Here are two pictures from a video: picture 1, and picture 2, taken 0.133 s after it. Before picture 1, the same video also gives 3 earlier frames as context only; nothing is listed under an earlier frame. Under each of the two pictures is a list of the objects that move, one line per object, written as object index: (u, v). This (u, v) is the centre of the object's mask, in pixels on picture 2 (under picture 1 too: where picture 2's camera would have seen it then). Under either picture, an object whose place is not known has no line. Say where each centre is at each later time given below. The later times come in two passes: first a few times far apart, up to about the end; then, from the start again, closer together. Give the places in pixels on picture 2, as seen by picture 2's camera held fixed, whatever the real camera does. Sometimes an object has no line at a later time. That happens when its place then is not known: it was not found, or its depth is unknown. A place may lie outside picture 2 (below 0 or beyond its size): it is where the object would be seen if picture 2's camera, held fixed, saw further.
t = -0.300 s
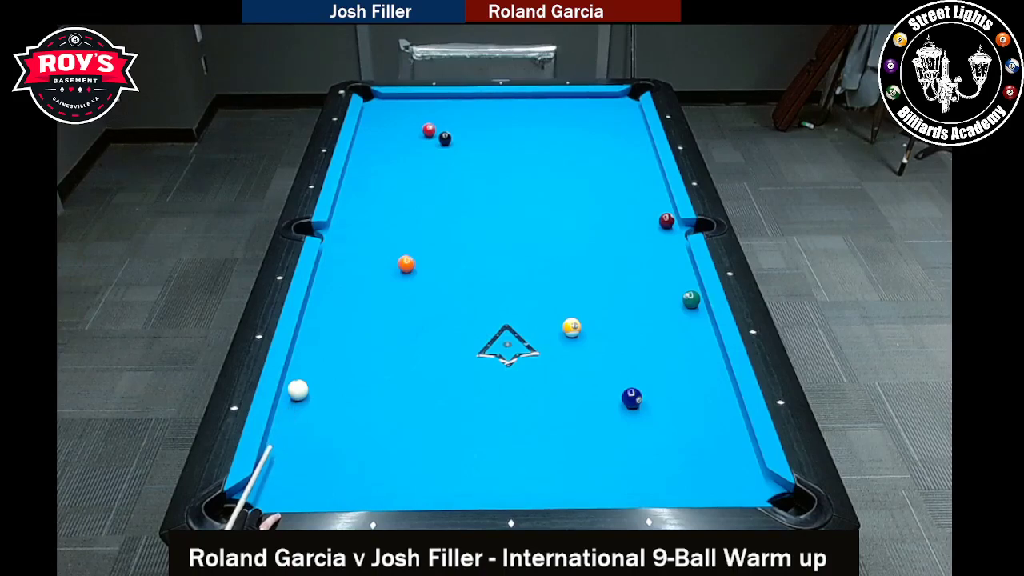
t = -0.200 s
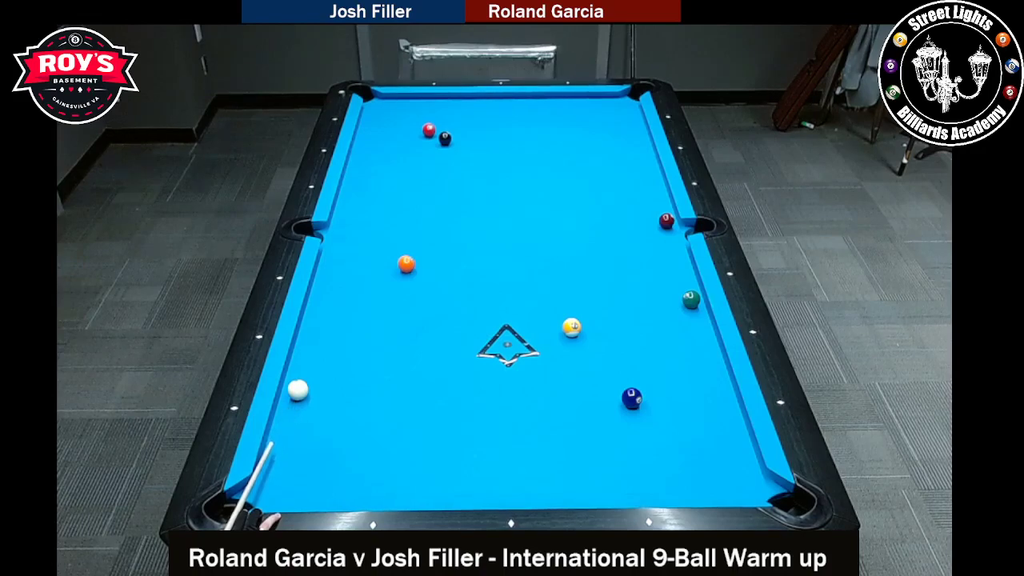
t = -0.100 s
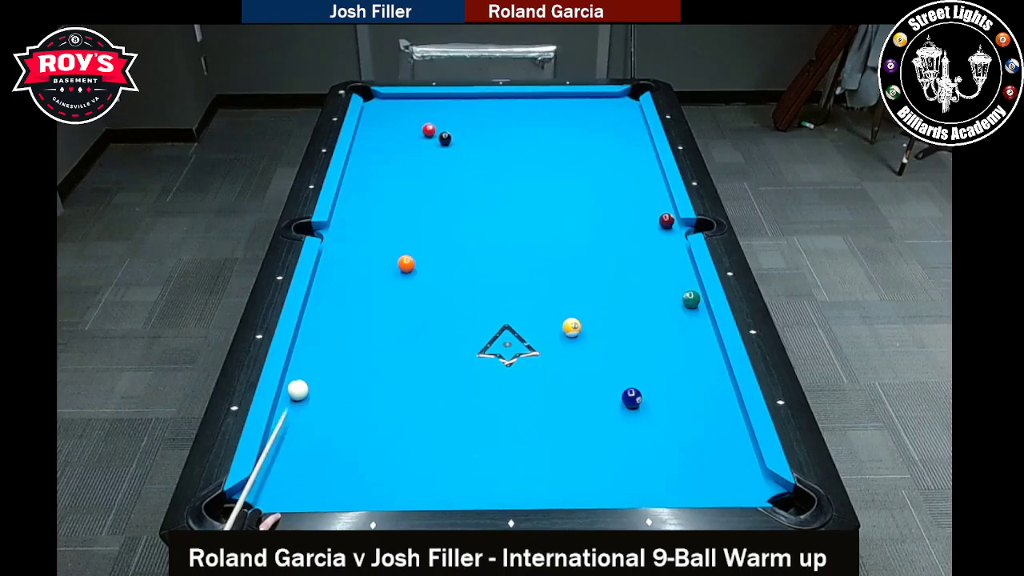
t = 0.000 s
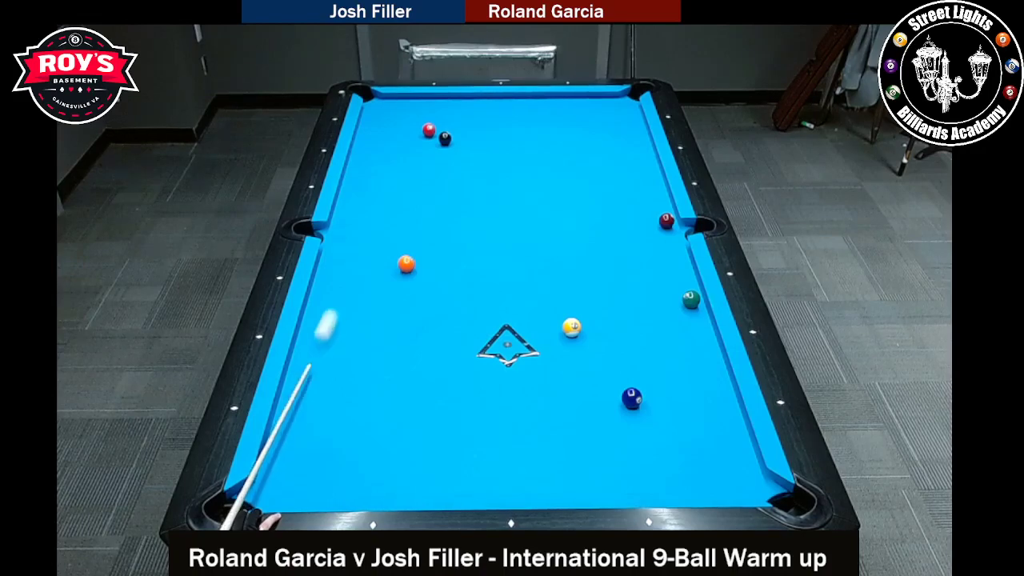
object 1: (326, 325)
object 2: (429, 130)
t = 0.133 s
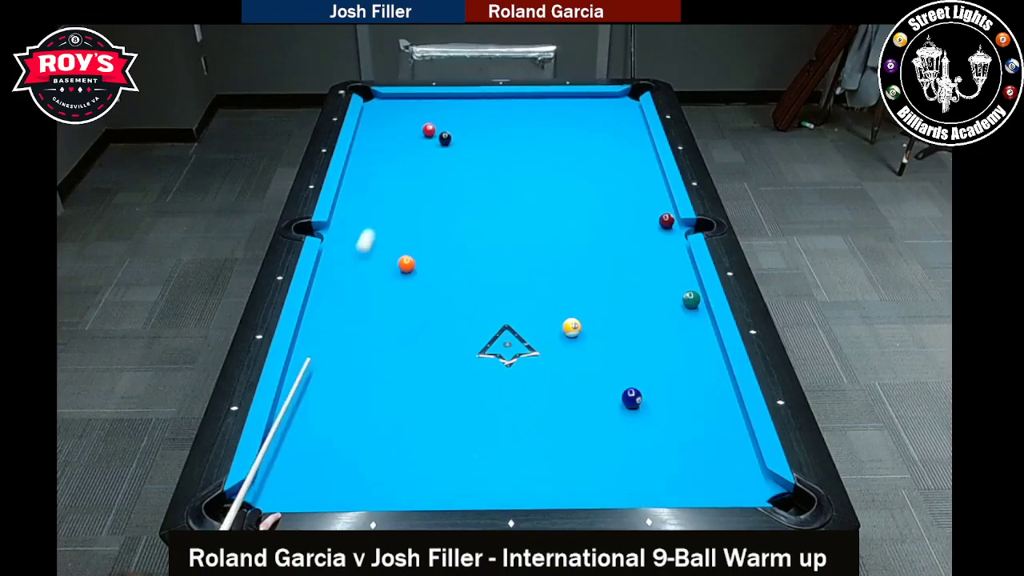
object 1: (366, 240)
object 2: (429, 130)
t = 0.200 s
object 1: (381, 208)
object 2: (429, 130)
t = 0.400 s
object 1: (414, 135)
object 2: (429, 130)
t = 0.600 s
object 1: (392, 100)
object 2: (476, 121)
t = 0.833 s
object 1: (358, 139)
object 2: (523, 113)
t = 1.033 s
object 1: (362, 167)
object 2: (560, 106)
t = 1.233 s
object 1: (365, 196)
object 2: (595, 99)
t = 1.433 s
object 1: (369, 228)
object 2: (629, 94)
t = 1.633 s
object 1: (373, 265)
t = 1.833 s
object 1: (378, 305)
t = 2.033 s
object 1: (383, 350)
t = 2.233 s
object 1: (389, 401)
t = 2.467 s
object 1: (397, 471)
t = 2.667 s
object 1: (423, 460)
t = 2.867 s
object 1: (452, 426)
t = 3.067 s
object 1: (477, 396)
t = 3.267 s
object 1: (500, 369)
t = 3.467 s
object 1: (522, 344)
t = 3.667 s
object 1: (541, 322)
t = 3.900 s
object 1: (561, 298)
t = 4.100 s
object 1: (577, 280)
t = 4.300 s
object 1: (591, 263)
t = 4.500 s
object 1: (604, 248)
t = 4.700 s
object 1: (616, 234)
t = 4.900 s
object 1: (627, 220)
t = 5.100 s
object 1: (637, 208)
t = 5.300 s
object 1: (647, 197)
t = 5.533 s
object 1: (657, 185)
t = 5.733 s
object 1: (655, 177)
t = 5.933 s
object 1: (648, 170)
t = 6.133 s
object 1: (641, 164)
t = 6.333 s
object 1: (634, 159)
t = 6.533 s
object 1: (628, 153)
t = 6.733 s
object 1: (623, 149)
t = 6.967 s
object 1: (617, 143)
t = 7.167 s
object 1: (613, 139)
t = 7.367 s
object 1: (609, 136)
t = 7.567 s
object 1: (605, 133)
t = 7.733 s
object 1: (603, 130)
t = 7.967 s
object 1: (599, 127)
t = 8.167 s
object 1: (597, 125)
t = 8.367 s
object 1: (595, 123)
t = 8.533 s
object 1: (593, 121)
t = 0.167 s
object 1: (374, 224)
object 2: (429, 130)
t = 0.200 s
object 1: (381, 208)
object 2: (429, 130)
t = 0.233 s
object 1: (387, 194)
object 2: (429, 130)
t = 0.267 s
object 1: (393, 180)
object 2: (429, 130)
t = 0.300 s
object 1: (399, 168)
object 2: (429, 130)
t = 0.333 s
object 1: (404, 157)
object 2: (429, 130)
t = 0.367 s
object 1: (409, 145)
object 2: (429, 130)
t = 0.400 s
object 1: (414, 135)
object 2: (429, 130)
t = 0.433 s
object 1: (413, 126)
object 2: (434, 129)
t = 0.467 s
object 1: (408, 118)
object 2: (444, 126)
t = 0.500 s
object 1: (403, 110)
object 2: (453, 126)
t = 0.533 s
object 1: (399, 103)
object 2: (461, 124)
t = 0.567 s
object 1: (396, 96)
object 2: (469, 123)
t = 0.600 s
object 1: (392, 100)
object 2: (476, 121)
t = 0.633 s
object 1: (387, 106)
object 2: (483, 120)
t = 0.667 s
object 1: (382, 112)
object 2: (490, 119)
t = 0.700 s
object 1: (377, 117)
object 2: (497, 118)
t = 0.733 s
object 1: (372, 123)
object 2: (503, 116)
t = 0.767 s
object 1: (367, 129)
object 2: (509, 115)
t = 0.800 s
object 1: (362, 134)
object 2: (516, 114)
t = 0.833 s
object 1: (358, 139)
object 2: (523, 113)
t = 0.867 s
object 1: (359, 144)
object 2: (529, 112)
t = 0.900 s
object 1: (359, 148)
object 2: (535, 111)
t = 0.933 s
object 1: (360, 153)
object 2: (541, 109)
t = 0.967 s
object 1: (361, 157)
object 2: (547, 109)
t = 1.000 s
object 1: (361, 162)
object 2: (554, 107)
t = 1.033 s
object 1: (362, 167)
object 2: (560, 106)
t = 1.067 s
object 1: (362, 171)
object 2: (565, 105)
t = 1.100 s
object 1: (363, 176)
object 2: (571, 104)
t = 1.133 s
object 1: (363, 181)
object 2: (577, 103)
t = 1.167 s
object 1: (364, 186)
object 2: (583, 102)
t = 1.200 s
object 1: (364, 191)
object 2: (589, 100)
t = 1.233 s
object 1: (365, 196)
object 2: (595, 99)
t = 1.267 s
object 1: (366, 201)
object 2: (600, 99)
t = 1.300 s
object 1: (366, 207)
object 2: (607, 97)
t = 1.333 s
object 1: (367, 212)
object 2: (612, 96)
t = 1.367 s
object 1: (367, 217)
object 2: (618, 96)
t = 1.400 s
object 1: (368, 223)
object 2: (624, 95)
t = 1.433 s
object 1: (369, 228)
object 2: (629, 94)
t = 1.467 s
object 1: (369, 234)
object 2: (634, 93)
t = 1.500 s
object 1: (370, 240)
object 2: (638, 93)
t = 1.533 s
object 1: (371, 246)
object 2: (641, 93)
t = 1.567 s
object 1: (371, 252)
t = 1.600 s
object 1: (372, 258)
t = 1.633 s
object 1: (373, 265)
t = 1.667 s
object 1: (374, 271)
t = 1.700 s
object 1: (374, 278)
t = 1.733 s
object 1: (375, 284)
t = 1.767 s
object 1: (376, 291)
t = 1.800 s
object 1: (377, 298)
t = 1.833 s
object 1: (378, 305)
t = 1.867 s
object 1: (379, 312)
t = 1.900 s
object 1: (380, 320)
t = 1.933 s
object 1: (380, 327)
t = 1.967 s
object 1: (381, 334)
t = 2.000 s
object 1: (382, 342)
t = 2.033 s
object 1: (383, 350)
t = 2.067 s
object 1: (384, 358)
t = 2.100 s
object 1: (385, 366)
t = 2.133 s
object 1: (386, 375)
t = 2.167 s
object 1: (387, 383)
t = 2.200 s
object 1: (388, 392)
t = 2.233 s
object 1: (389, 401)
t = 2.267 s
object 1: (390, 410)
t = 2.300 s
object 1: (391, 420)
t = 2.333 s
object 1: (392, 430)
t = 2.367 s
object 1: (394, 439)
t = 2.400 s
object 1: (395, 449)
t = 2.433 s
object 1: (396, 460)
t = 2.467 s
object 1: (397, 471)
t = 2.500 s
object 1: (398, 481)
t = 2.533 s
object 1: (401, 486)
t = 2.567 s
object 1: (407, 480)
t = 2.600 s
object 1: (412, 473)
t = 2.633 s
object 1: (418, 466)
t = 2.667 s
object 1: (423, 460)
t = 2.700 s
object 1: (428, 454)
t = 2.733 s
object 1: (433, 448)
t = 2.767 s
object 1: (438, 443)
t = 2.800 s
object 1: (442, 437)
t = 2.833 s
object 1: (447, 432)
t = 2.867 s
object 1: (452, 426)
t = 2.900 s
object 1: (456, 421)
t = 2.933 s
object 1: (460, 416)
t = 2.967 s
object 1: (465, 411)
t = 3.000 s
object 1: (469, 406)
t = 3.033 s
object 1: (473, 400)
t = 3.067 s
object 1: (477, 396)
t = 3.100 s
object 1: (481, 391)
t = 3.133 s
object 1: (485, 386)
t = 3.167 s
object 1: (489, 382)
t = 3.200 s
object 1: (493, 377)
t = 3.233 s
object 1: (497, 373)
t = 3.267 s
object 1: (500, 369)
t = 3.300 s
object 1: (504, 364)
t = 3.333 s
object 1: (508, 360)
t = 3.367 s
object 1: (511, 356)
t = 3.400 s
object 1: (515, 352)
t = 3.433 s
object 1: (518, 348)
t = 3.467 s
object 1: (522, 344)
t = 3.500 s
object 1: (525, 340)
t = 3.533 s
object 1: (528, 336)
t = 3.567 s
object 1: (532, 333)
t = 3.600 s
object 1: (535, 329)
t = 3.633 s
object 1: (538, 325)
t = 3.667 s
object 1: (541, 322)
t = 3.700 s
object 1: (544, 318)
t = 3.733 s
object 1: (547, 315)
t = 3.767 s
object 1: (550, 311)
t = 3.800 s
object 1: (553, 308)
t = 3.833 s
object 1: (555, 305)
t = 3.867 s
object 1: (558, 301)
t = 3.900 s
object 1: (561, 298)
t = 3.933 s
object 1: (564, 295)
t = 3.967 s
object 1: (566, 292)
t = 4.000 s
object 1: (569, 289)
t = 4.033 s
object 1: (572, 286)
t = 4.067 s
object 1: (574, 283)
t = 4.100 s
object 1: (577, 280)
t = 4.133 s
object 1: (579, 277)
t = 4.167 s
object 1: (582, 274)
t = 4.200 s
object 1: (584, 272)
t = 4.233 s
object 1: (586, 268)
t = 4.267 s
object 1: (589, 266)
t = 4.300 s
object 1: (591, 263)
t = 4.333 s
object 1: (593, 260)
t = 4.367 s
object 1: (596, 258)
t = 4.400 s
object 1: (598, 255)
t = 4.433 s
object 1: (600, 253)
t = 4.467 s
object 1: (602, 250)
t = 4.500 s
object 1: (604, 248)
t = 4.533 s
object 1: (606, 245)
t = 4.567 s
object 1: (608, 243)
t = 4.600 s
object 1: (610, 240)
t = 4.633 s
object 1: (612, 238)
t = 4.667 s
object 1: (614, 236)
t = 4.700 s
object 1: (616, 234)
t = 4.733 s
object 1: (618, 231)
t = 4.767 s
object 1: (620, 229)
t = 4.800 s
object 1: (622, 227)
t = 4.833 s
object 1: (624, 225)
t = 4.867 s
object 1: (626, 223)
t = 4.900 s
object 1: (627, 220)
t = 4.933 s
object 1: (629, 218)
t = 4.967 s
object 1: (631, 216)
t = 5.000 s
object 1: (633, 214)
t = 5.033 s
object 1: (634, 212)
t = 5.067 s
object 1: (636, 210)
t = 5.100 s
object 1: (637, 208)
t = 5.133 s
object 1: (639, 206)
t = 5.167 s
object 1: (641, 204)
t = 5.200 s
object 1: (642, 203)
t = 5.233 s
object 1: (644, 201)
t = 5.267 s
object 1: (645, 199)
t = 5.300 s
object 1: (647, 197)
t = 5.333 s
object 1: (648, 195)
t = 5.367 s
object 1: (650, 194)
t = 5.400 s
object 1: (651, 192)
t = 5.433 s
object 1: (652, 190)
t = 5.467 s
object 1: (654, 188)
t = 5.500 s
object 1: (655, 187)
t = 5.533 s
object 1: (657, 185)
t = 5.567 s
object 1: (658, 183)
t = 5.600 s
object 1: (659, 182)
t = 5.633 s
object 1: (659, 180)
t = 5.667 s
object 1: (658, 179)
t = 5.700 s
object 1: (657, 178)
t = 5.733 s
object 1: (655, 177)
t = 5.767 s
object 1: (654, 176)
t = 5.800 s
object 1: (653, 175)
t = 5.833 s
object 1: (652, 173)
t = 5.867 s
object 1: (651, 173)
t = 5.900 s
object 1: (649, 171)
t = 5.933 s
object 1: (648, 170)
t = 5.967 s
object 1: (647, 169)
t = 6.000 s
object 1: (645, 168)
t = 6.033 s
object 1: (644, 167)
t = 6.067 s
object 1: (643, 166)
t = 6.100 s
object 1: (642, 165)
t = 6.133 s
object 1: (641, 164)
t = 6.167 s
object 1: (640, 163)
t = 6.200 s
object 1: (639, 162)
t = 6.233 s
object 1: (638, 161)
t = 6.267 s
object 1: (637, 160)
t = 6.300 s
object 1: (636, 159)
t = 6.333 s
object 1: (634, 159)
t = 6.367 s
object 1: (634, 157)
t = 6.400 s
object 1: (633, 157)
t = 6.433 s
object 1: (631, 156)
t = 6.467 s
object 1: (630, 155)
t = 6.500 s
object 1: (629, 154)
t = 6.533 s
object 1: (628, 153)
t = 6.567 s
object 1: (627, 152)
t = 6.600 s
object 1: (626, 152)
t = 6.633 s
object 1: (626, 151)
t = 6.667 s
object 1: (625, 150)
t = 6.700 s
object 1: (624, 149)
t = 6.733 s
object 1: (623, 149)
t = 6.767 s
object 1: (622, 148)
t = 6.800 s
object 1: (621, 147)
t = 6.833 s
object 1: (620, 146)
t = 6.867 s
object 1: (620, 145)
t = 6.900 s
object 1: (619, 145)
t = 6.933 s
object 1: (618, 144)
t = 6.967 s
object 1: (617, 143)
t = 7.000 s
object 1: (616, 143)
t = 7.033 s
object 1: (616, 142)
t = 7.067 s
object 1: (615, 141)
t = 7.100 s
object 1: (614, 141)
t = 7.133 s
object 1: (613, 140)
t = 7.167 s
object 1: (613, 139)
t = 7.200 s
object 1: (612, 139)
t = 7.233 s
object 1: (611, 138)
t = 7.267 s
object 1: (611, 137)
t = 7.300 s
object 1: (610, 137)
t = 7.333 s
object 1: (609, 136)
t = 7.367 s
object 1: (609, 136)
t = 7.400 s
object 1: (608, 135)
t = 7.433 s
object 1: (607, 135)
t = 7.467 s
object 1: (607, 134)
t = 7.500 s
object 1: (606, 133)
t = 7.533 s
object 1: (606, 133)
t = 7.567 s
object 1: (605, 133)
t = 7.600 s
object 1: (605, 132)
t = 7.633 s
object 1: (604, 132)
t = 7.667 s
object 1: (604, 131)
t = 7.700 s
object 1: (603, 131)
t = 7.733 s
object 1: (603, 130)
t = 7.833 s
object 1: (602, 130)
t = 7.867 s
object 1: (601, 128)
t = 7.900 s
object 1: (600, 128)
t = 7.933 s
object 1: (600, 127)
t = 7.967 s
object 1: (599, 127)
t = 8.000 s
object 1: (599, 127)
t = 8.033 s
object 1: (599, 126)
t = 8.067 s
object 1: (598, 126)
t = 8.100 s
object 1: (598, 125)
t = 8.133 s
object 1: (597, 125)
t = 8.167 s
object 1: (597, 125)
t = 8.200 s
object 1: (597, 124)
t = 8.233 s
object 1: (596, 124)
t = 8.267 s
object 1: (596, 124)
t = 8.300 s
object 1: (596, 124)
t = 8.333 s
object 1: (595, 123)
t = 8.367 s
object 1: (595, 123)
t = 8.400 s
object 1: (594, 123)
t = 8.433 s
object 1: (594, 123)
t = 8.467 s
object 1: (594, 122)
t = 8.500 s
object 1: (594, 122)
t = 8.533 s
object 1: (593, 121)
